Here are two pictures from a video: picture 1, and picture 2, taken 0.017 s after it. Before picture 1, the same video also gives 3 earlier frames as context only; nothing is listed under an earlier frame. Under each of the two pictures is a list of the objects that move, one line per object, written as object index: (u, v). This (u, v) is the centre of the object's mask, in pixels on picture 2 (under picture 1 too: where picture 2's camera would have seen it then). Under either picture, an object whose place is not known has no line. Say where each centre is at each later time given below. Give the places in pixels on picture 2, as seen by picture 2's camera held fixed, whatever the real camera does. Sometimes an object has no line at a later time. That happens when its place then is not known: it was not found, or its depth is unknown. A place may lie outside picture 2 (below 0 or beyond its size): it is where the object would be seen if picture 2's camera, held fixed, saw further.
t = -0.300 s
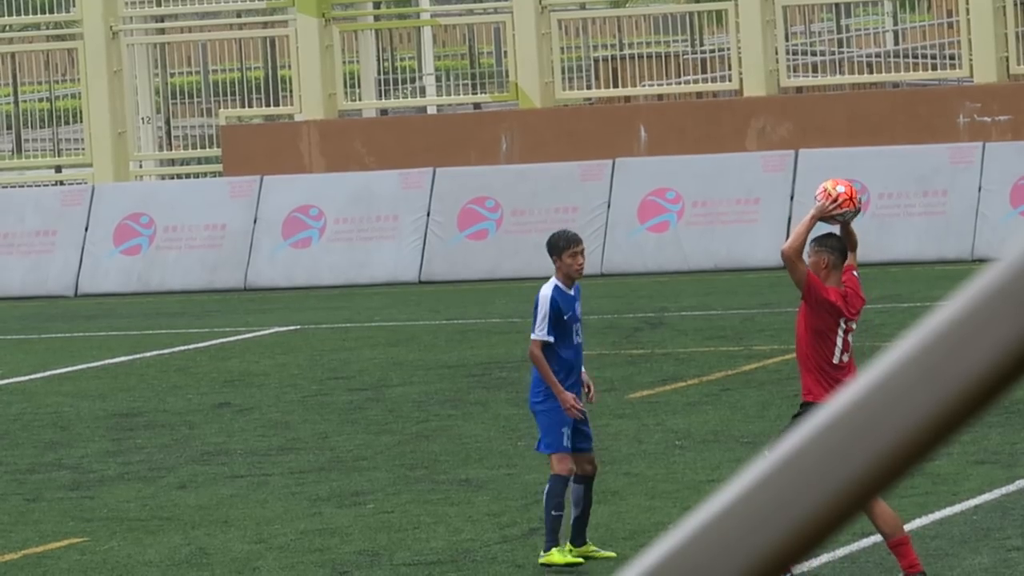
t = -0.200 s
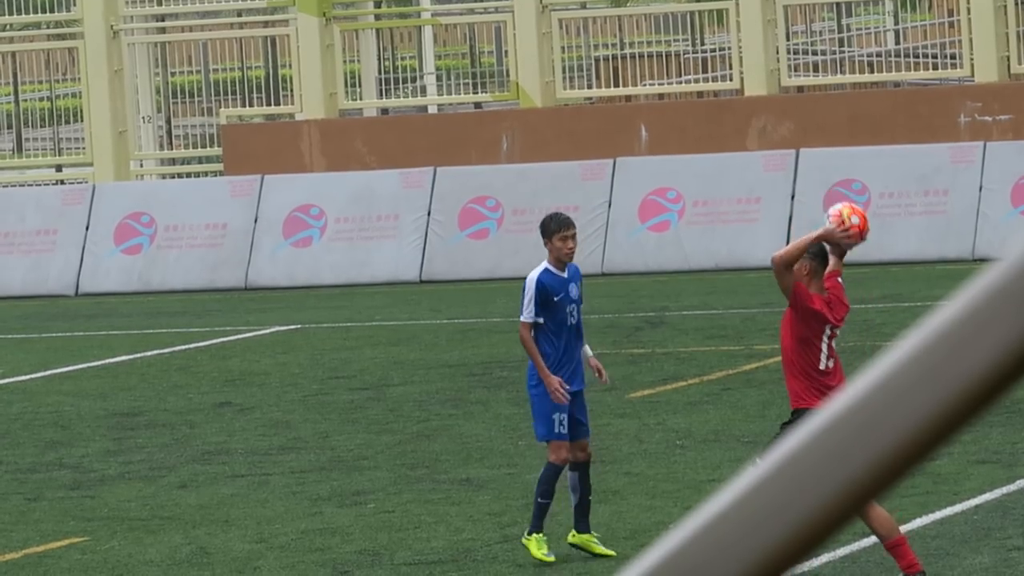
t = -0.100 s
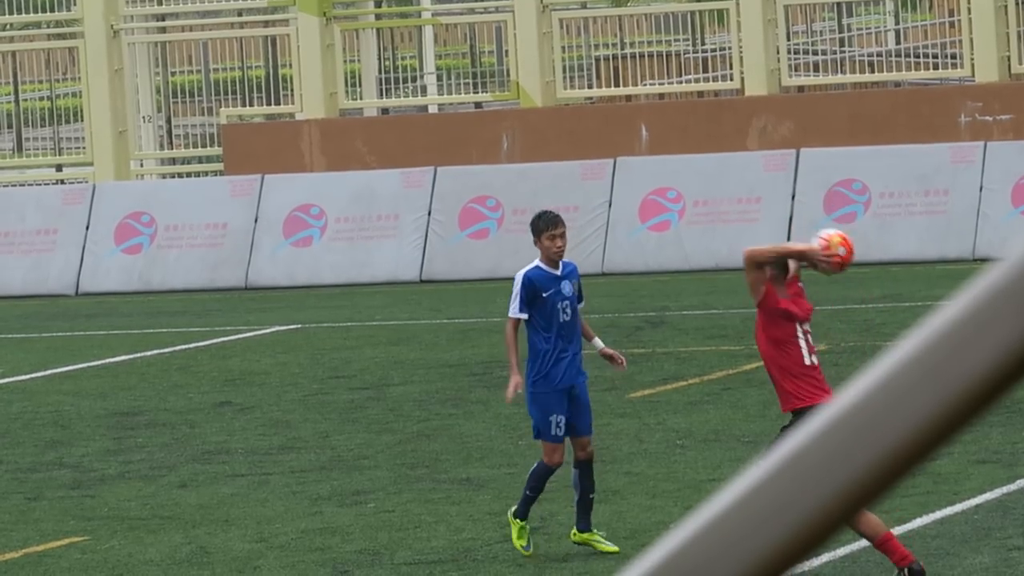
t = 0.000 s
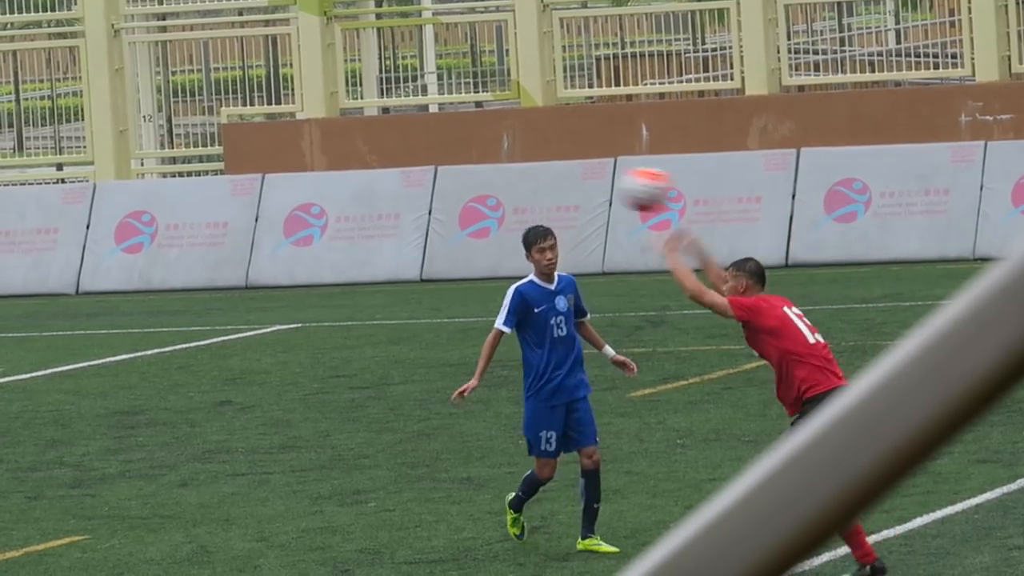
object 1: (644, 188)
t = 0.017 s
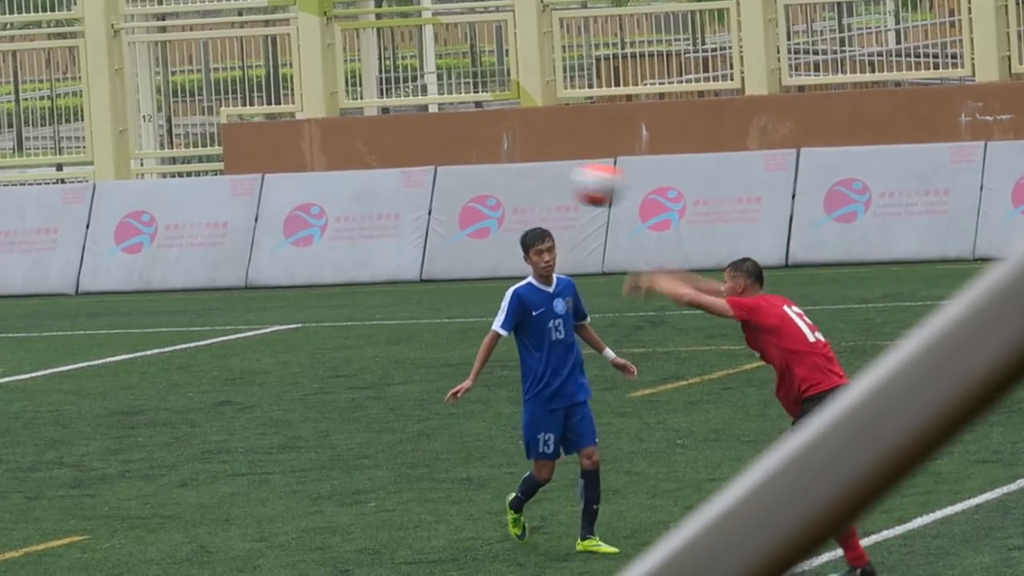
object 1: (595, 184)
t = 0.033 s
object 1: (551, 180)
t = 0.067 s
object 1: (457, 172)
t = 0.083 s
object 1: (412, 171)
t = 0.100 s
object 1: (365, 169)
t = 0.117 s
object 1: (321, 169)
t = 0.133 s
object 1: (277, 169)
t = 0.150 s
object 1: (235, 170)
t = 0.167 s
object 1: (191, 172)
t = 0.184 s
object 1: (148, 173)
